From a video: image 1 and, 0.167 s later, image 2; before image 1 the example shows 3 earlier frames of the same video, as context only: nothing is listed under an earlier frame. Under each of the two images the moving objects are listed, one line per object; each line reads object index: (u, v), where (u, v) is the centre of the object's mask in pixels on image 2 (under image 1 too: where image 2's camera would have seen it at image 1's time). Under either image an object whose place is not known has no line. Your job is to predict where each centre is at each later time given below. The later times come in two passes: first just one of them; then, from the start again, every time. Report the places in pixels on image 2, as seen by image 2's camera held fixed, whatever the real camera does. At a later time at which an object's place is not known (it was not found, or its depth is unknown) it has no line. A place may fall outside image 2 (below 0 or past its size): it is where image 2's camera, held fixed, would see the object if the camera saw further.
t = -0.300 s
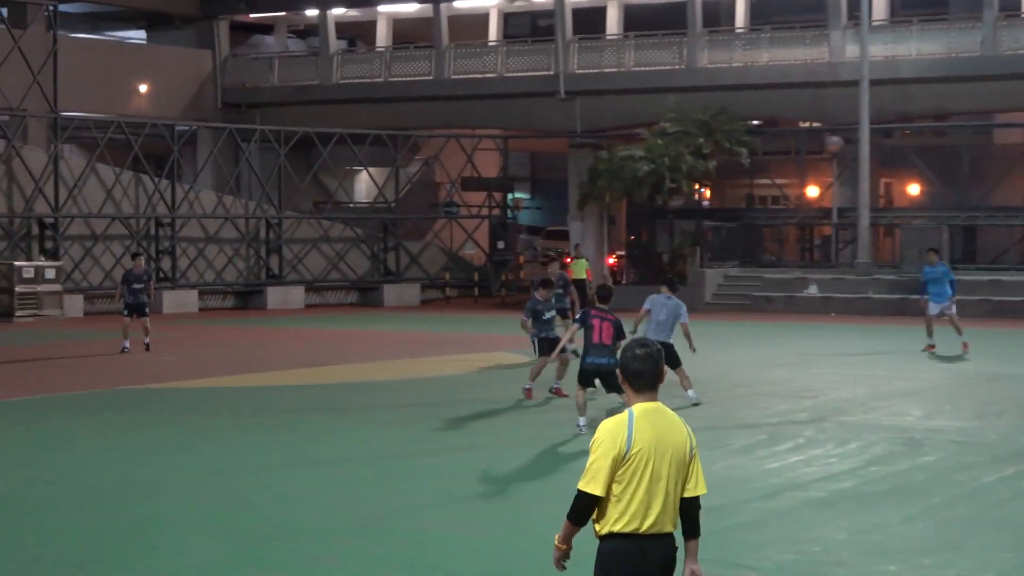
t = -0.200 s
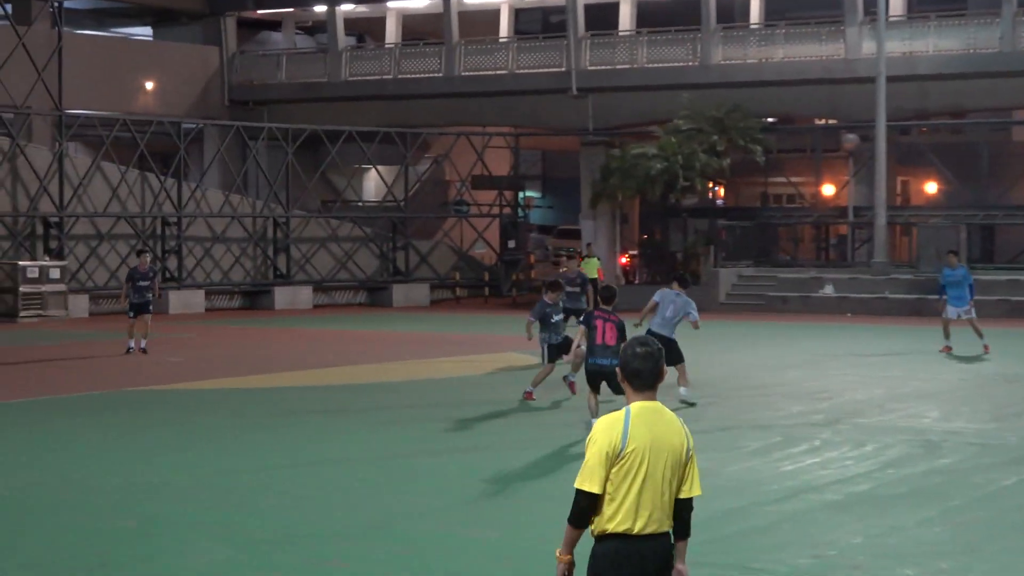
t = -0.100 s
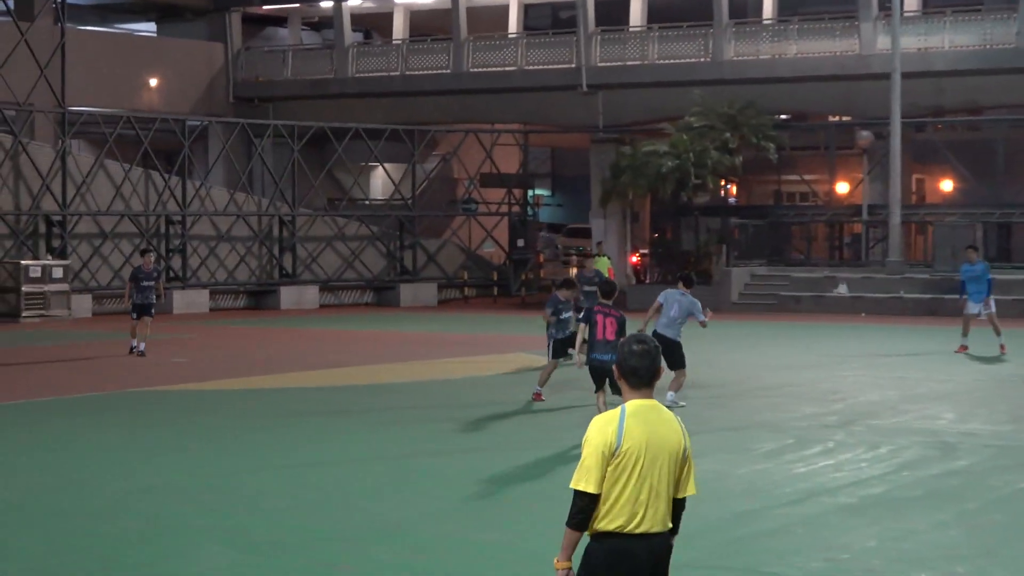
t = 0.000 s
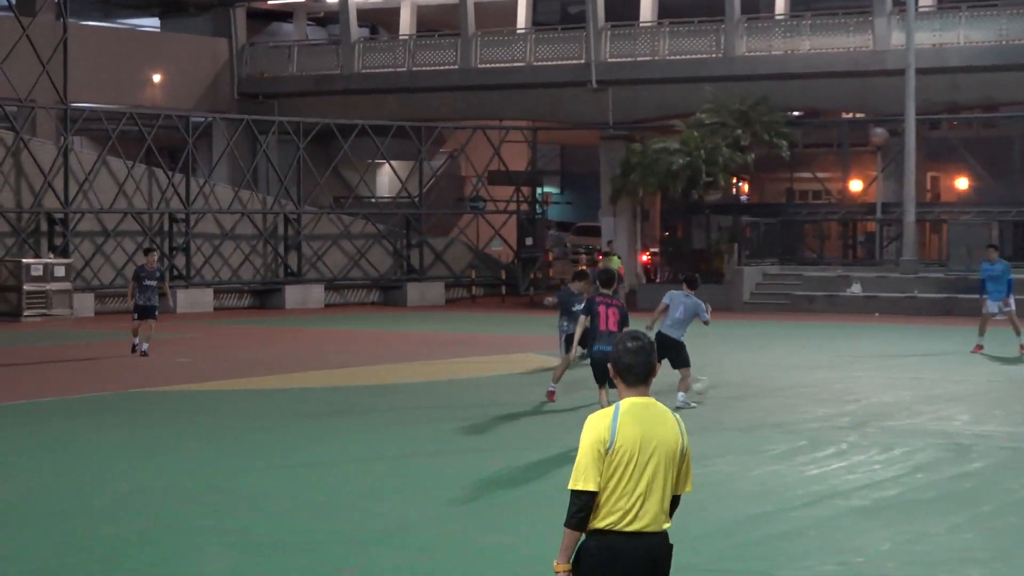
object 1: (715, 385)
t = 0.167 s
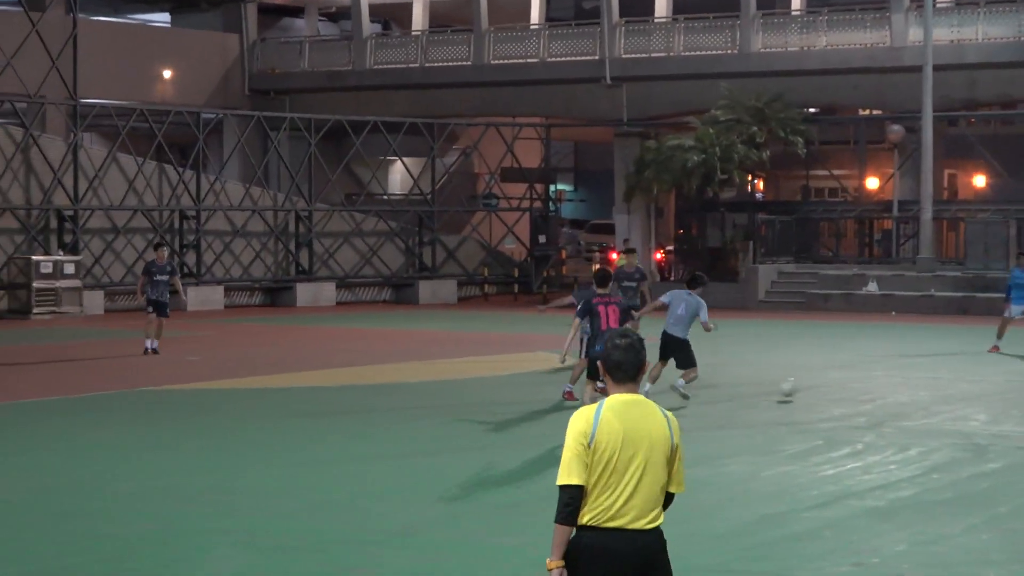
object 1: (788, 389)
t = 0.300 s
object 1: (843, 389)
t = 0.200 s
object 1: (803, 389)
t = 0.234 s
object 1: (816, 391)
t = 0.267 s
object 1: (830, 390)
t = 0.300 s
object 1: (843, 389)
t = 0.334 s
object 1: (856, 388)
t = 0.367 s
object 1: (870, 387)
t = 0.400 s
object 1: (884, 389)
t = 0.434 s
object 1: (899, 387)
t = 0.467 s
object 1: (914, 385)
